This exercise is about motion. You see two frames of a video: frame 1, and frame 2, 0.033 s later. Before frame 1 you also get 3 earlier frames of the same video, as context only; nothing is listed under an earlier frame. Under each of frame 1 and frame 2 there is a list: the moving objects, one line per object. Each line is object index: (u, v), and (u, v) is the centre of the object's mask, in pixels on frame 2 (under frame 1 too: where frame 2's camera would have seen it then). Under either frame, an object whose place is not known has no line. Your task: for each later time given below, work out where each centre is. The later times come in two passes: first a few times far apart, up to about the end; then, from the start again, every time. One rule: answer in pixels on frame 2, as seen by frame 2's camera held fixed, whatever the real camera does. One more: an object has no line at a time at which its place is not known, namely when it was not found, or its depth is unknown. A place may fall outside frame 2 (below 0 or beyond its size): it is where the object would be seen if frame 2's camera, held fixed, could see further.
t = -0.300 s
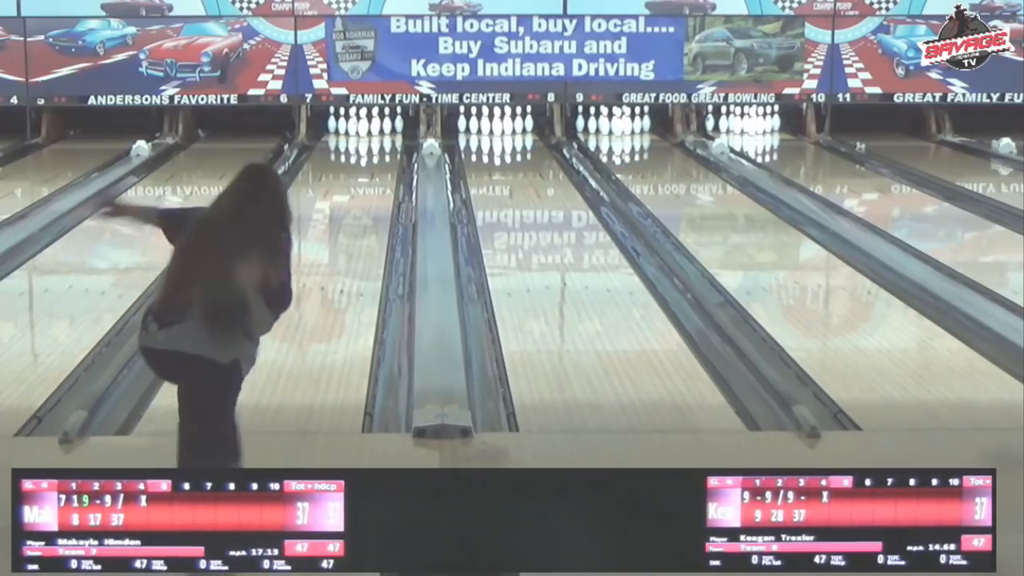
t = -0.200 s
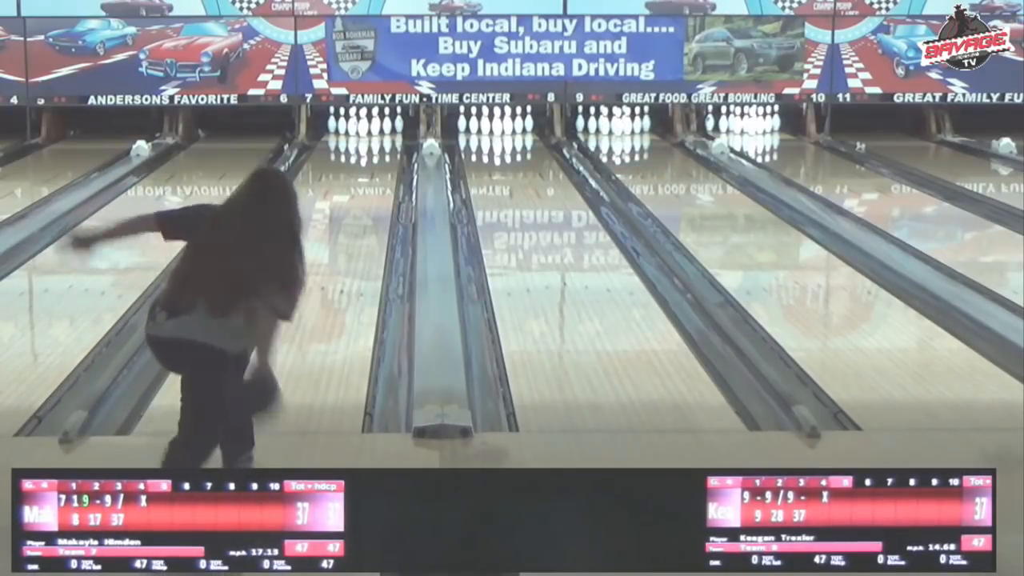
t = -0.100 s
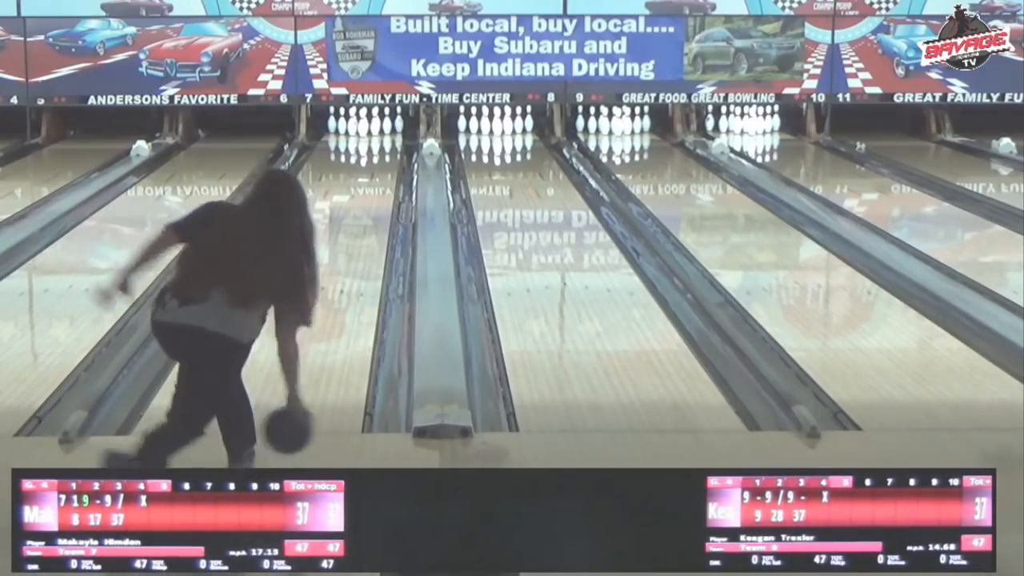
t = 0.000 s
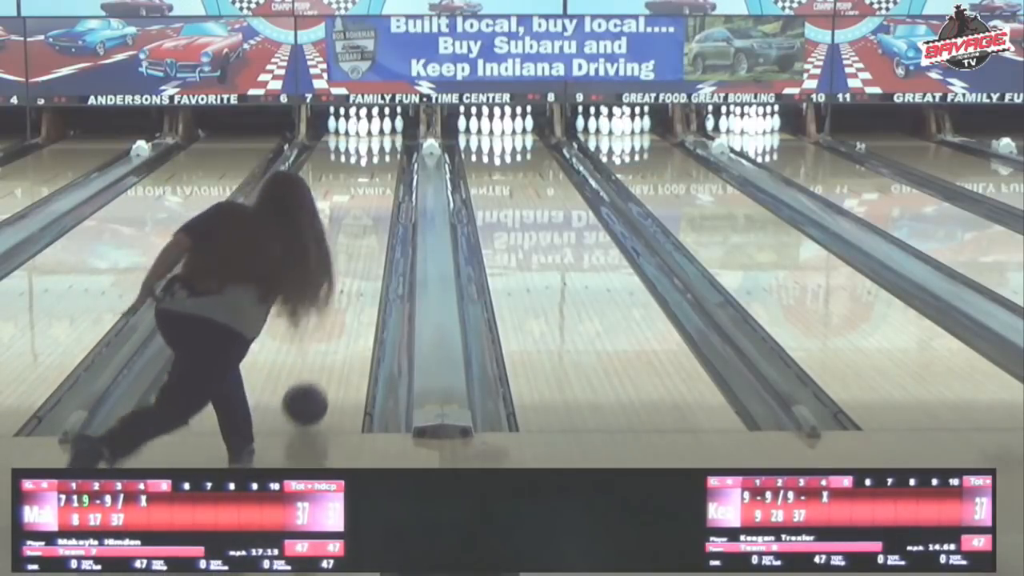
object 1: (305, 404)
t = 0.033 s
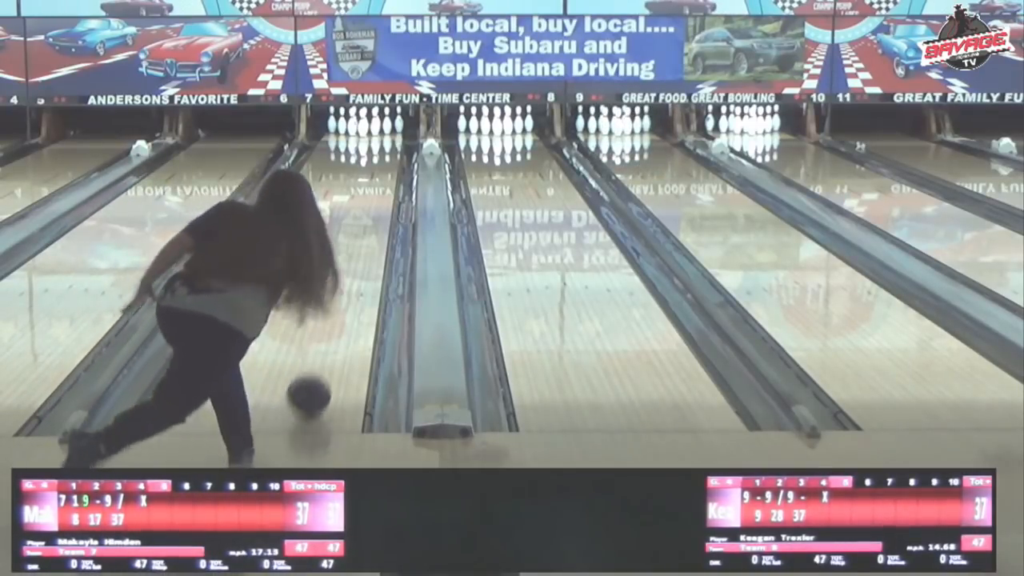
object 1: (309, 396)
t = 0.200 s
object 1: (324, 344)
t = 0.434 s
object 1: (338, 290)
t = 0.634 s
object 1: (347, 256)
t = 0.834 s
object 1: (353, 228)
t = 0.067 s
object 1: (312, 384)
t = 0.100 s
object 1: (315, 374)
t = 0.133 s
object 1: (318, 364)
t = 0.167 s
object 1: (321, 353)
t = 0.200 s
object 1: (324, 344)
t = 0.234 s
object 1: (326, 335)
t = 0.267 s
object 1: (329, 326)
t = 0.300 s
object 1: (331, 318)
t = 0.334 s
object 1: (333, 311)
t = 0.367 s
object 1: (335, 303)
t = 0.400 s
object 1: (336, 297)
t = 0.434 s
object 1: (338, 290)
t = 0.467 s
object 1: (340, 284)
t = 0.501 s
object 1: (341, 278)
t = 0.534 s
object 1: (343, 272)
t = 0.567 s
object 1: (344, 266)
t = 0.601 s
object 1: (345, 261)
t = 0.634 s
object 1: (347, 256)
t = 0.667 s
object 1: (348, 253)
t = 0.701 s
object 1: (350, 247)
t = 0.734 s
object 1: (354, 241)
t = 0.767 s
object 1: (353, 238)
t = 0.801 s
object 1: (351, 232)
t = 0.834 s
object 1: (353, 228)
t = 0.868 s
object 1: (353, 224)
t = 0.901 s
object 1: (354, 220)
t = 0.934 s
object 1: (355, 216)
